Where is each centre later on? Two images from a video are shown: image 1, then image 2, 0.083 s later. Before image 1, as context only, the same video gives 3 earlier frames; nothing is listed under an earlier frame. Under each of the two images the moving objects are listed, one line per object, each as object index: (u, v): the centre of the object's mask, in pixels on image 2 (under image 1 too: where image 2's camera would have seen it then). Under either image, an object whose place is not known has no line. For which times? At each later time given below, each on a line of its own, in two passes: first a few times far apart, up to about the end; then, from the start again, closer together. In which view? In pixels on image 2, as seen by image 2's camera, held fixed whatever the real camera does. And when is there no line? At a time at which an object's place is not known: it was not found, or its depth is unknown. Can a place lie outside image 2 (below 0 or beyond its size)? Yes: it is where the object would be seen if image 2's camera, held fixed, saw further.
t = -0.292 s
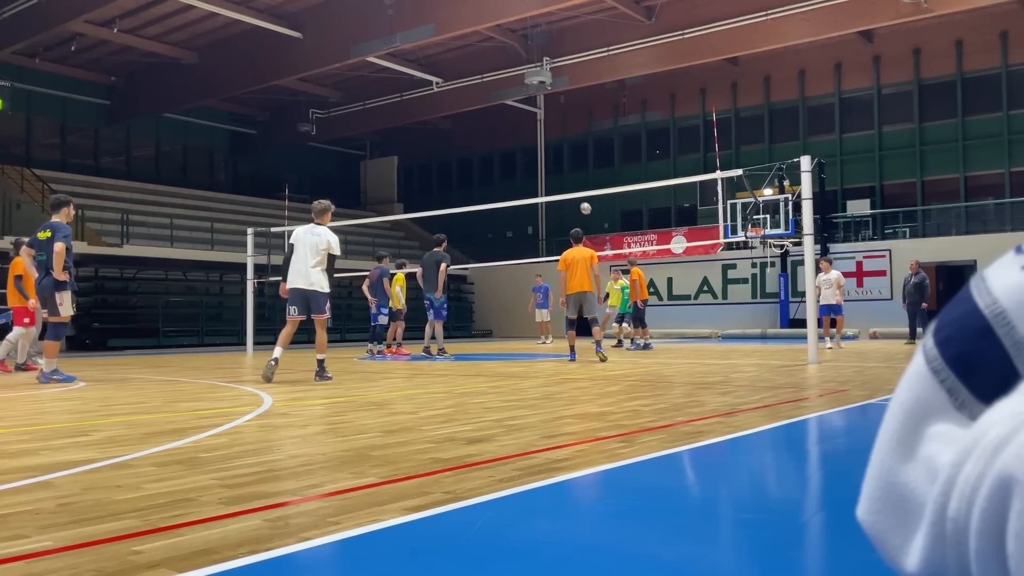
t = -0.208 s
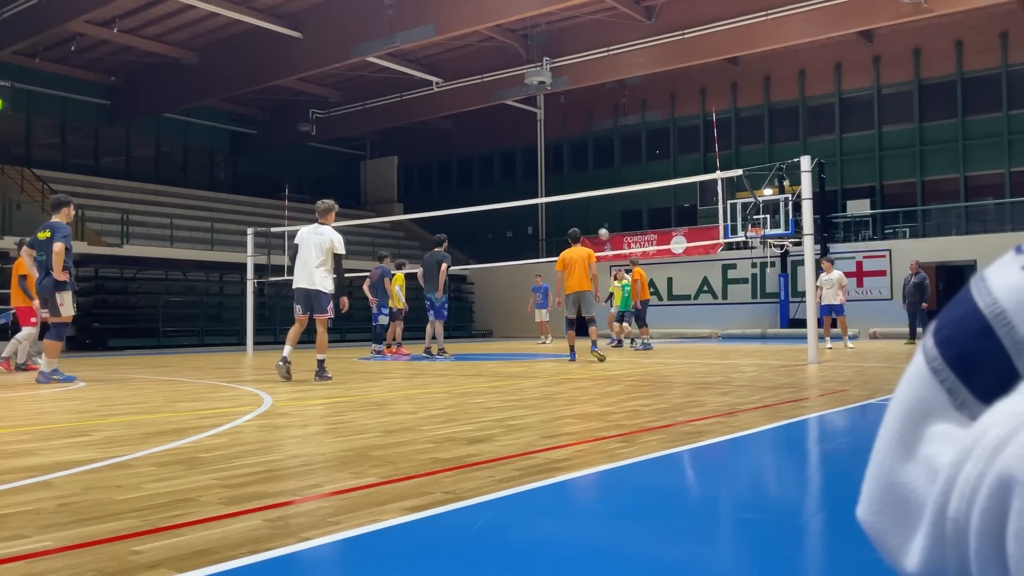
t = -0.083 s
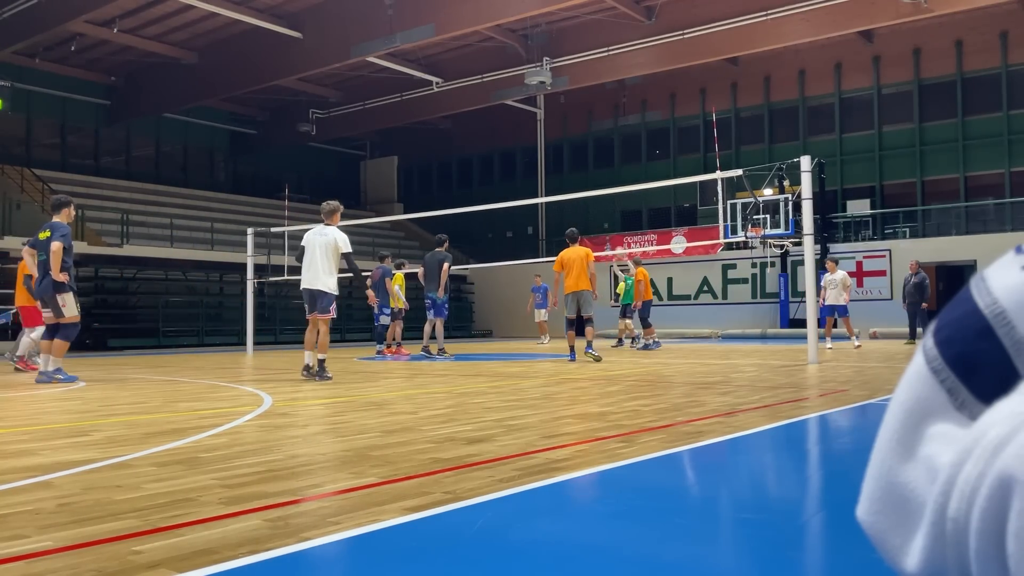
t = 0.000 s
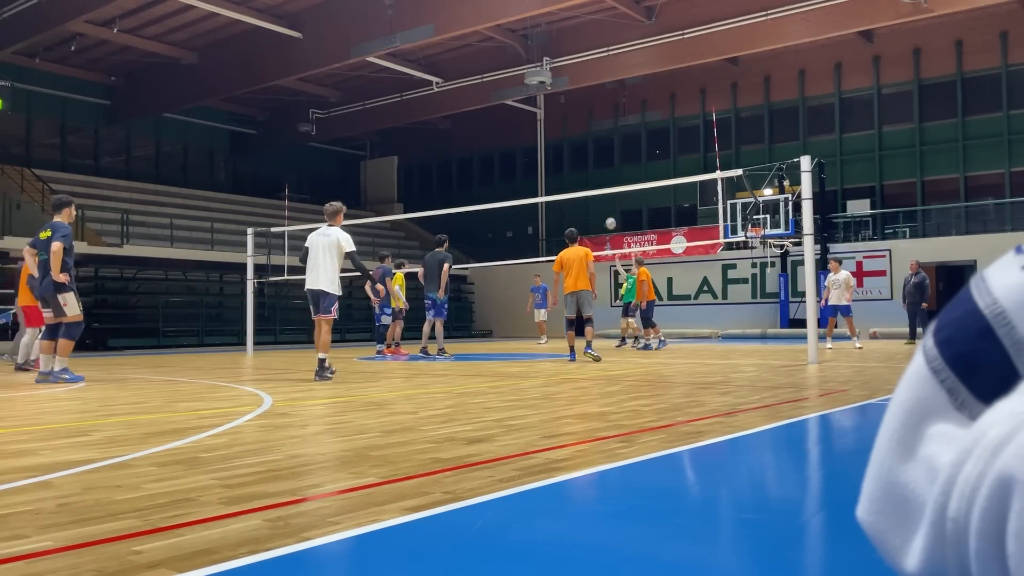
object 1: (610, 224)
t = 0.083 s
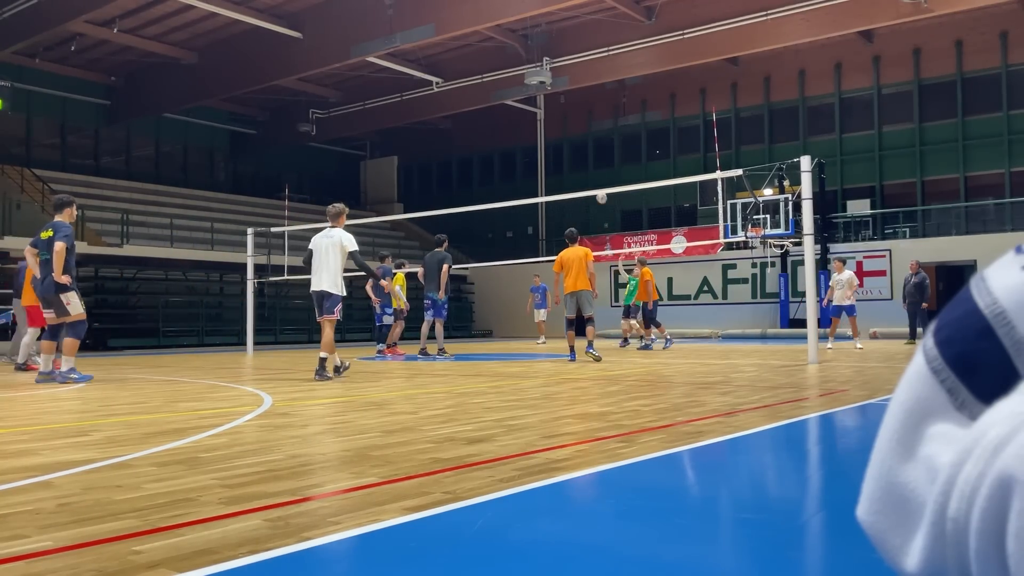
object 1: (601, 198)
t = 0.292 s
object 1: (580, 149)
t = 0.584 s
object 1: (549, 110)
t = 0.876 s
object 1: (519, 115)
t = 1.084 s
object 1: (496, 148)
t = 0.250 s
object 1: (583, 156)
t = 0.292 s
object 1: (580, 149)
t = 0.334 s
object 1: (575, 139)
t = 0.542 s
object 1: (554, 113)
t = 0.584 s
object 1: (549, 110)
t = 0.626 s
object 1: (545, 108)
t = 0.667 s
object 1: (540, 107)
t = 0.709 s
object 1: (537, 107)
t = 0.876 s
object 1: (519, 115)
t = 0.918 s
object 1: (514, 120)
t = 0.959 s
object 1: (510, 124)
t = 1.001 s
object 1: (505, 132)
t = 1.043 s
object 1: (501, 138)
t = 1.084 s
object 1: (496, 148)
